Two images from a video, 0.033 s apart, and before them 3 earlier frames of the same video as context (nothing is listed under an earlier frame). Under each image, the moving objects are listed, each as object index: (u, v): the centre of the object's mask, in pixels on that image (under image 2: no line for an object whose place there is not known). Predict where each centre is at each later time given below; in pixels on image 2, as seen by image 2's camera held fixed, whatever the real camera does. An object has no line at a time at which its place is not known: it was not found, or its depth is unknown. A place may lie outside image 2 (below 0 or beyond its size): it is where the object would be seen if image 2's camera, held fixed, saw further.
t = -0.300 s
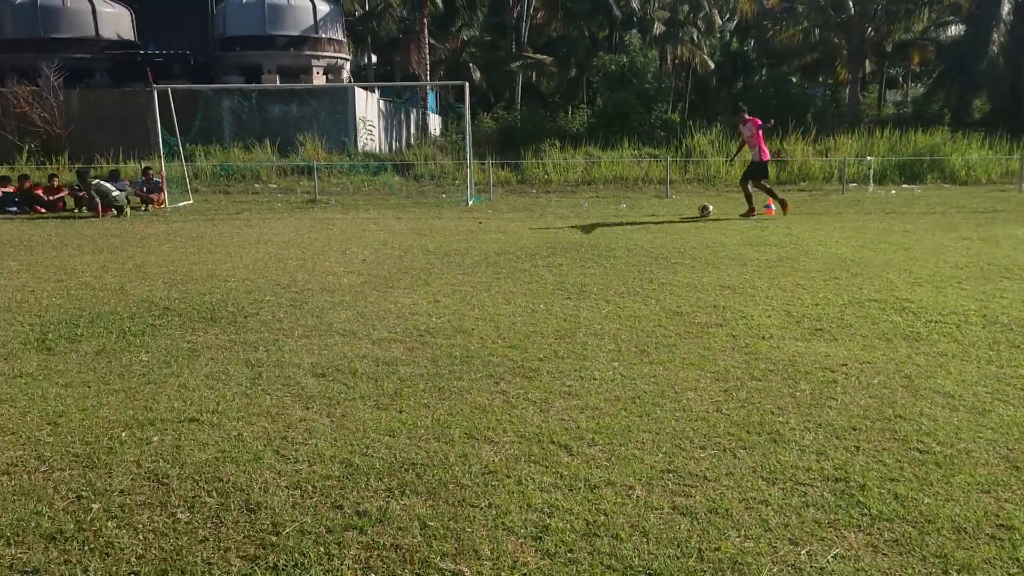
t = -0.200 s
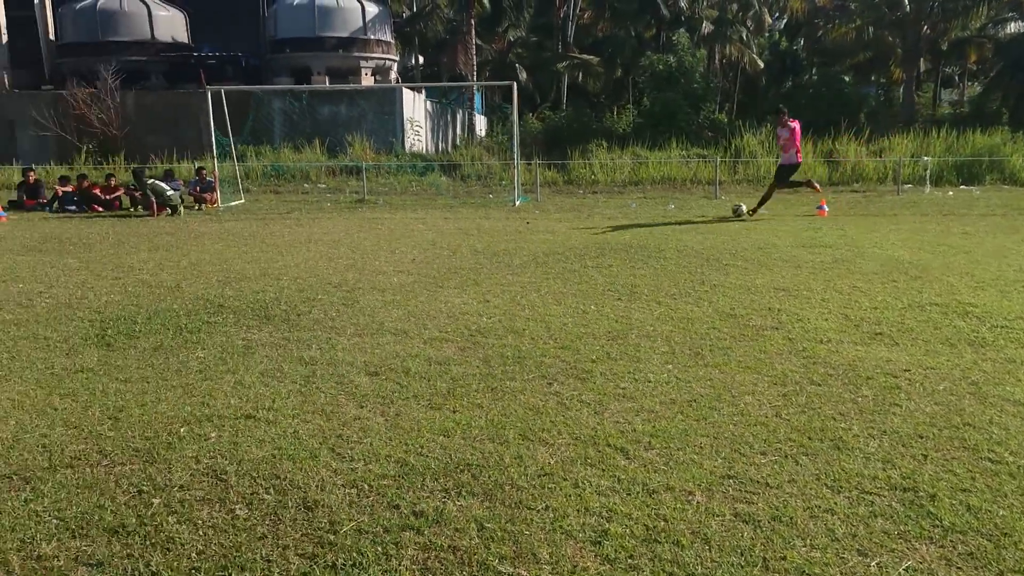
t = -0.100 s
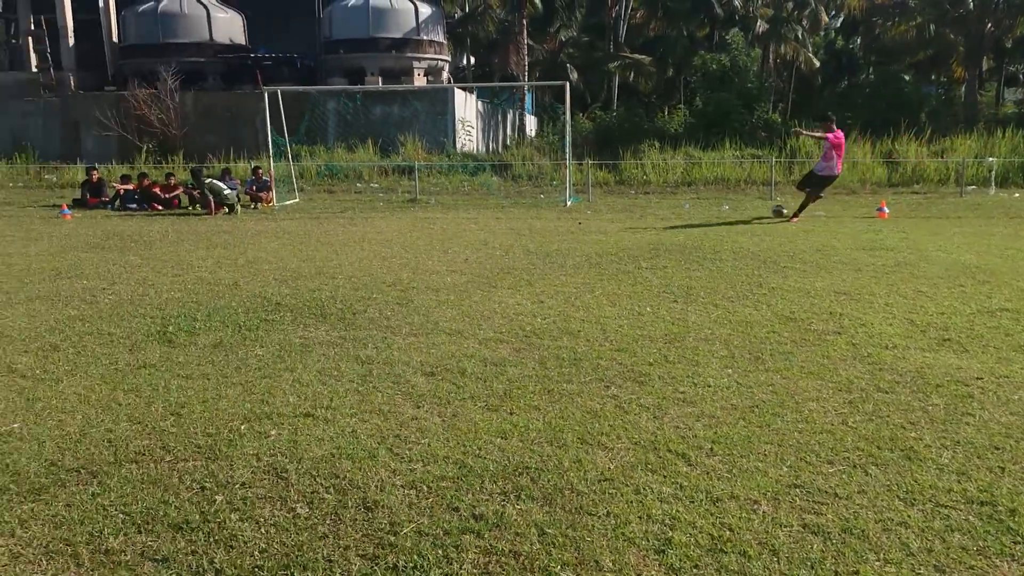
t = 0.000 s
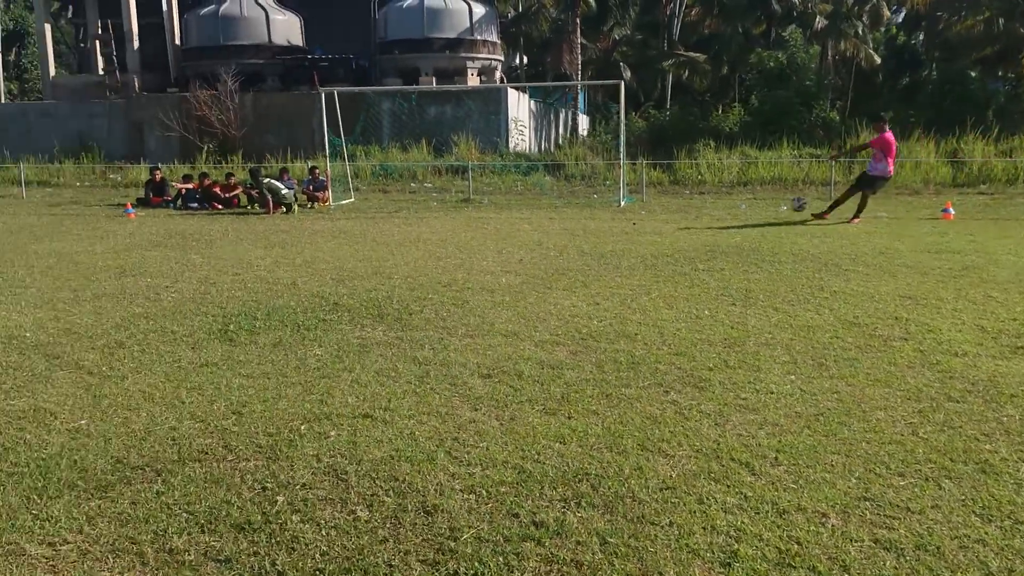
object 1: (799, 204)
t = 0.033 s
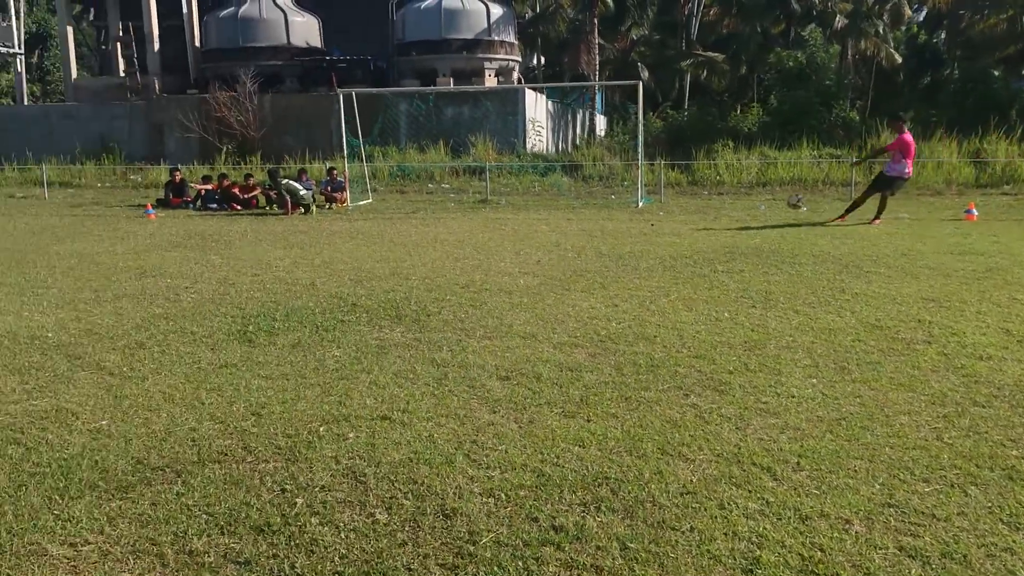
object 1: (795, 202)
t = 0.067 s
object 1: (771, 199)
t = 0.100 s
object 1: (746, 197)
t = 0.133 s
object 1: (721, 195)
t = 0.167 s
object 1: (693, 194)
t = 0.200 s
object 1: (664, 195)
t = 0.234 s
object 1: (633, 197)
